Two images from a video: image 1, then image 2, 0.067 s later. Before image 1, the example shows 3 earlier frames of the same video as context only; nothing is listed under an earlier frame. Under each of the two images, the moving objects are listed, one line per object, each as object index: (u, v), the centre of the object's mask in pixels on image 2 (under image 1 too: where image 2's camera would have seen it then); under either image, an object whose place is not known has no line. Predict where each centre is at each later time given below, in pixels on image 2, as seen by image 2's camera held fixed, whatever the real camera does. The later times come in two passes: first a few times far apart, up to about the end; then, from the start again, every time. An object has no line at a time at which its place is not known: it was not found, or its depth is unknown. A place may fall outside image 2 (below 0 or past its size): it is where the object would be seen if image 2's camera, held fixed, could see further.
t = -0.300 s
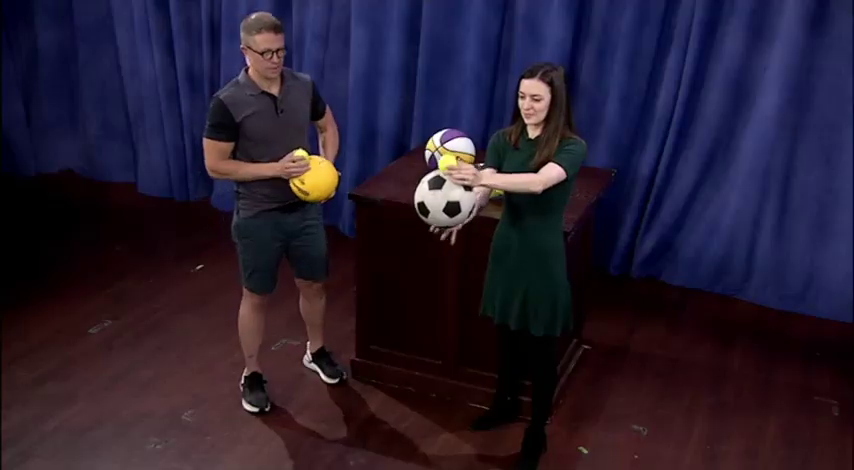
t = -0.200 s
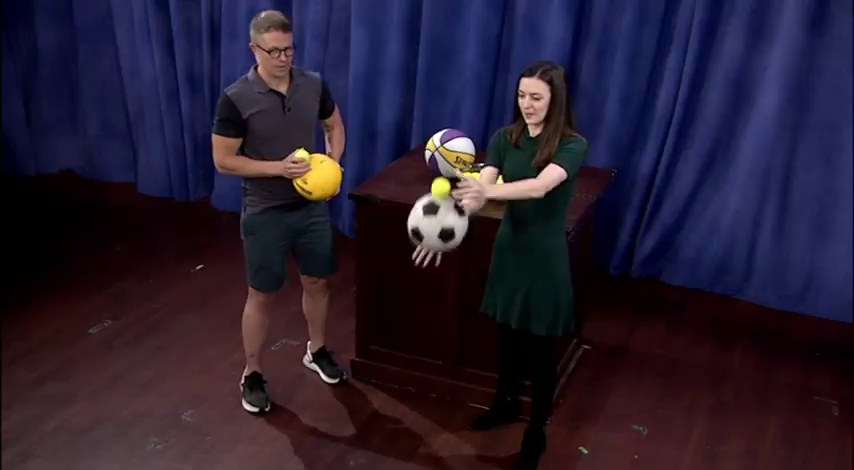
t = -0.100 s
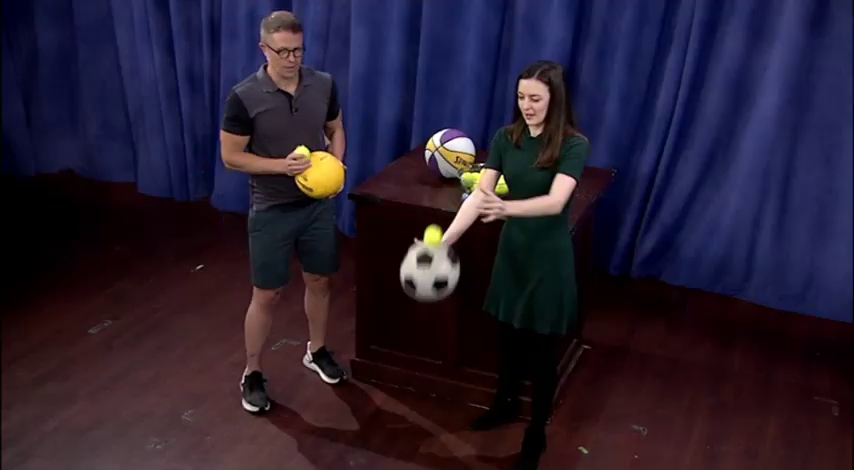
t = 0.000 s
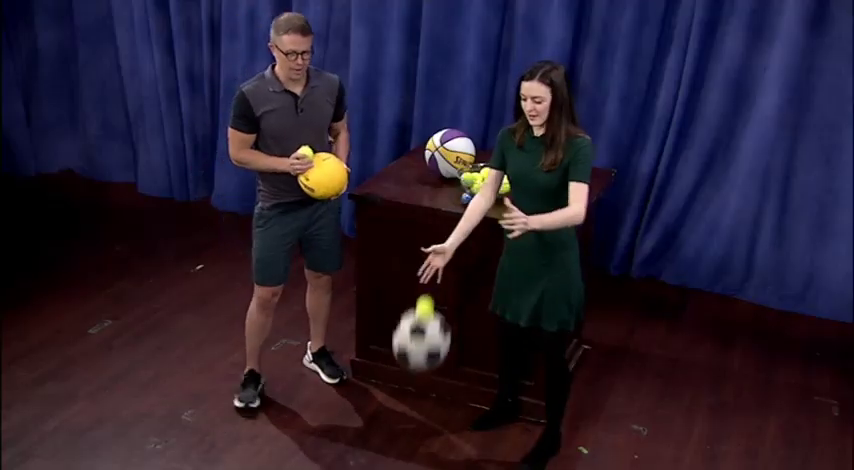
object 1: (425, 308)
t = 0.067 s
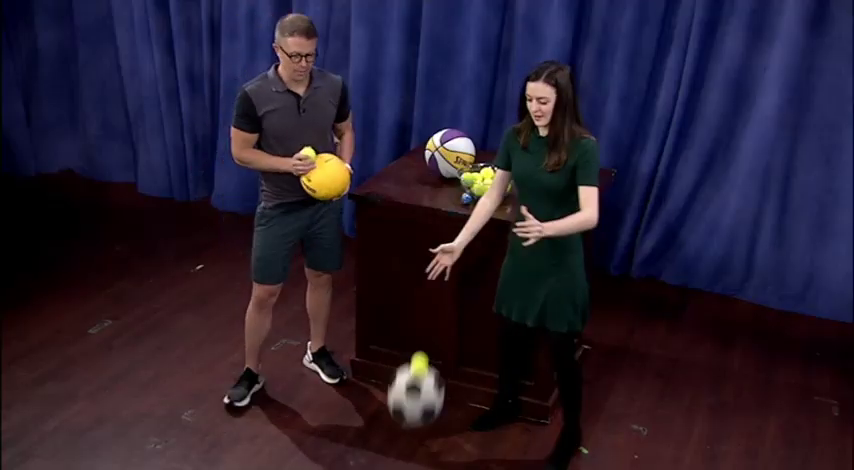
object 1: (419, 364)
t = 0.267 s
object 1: (431, 362)
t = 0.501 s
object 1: (510, 50)
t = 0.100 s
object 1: (416, 395)
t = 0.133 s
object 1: (414, 427)
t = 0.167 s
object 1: (411, 460)
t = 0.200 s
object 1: (415, 444)
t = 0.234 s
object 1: (422, 404)
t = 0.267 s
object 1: (431, 362)
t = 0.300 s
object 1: (440, 319)
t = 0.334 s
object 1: (450, 276)
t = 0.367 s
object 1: (460, 231)
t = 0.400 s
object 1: (469, 192)
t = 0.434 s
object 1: (484, 140)
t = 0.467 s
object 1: (496, 95)
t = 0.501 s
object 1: (510, 50)
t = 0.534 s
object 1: (523, 11)
